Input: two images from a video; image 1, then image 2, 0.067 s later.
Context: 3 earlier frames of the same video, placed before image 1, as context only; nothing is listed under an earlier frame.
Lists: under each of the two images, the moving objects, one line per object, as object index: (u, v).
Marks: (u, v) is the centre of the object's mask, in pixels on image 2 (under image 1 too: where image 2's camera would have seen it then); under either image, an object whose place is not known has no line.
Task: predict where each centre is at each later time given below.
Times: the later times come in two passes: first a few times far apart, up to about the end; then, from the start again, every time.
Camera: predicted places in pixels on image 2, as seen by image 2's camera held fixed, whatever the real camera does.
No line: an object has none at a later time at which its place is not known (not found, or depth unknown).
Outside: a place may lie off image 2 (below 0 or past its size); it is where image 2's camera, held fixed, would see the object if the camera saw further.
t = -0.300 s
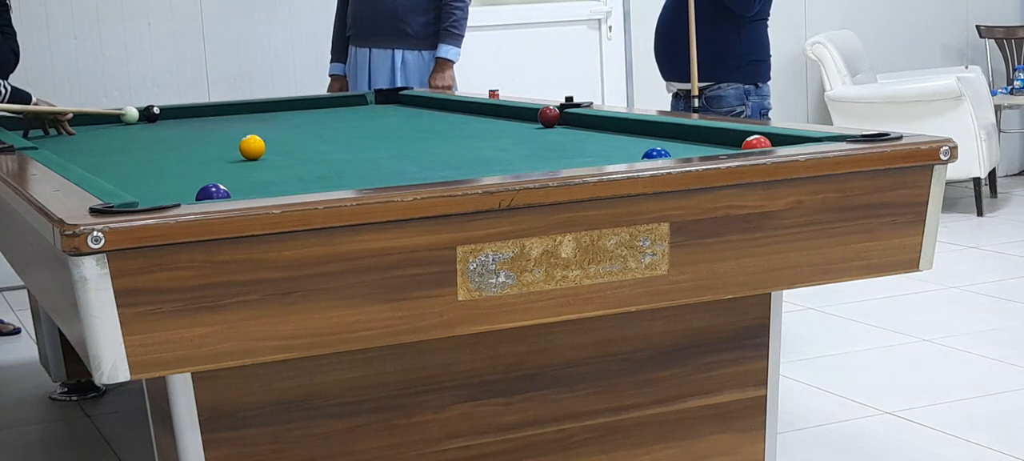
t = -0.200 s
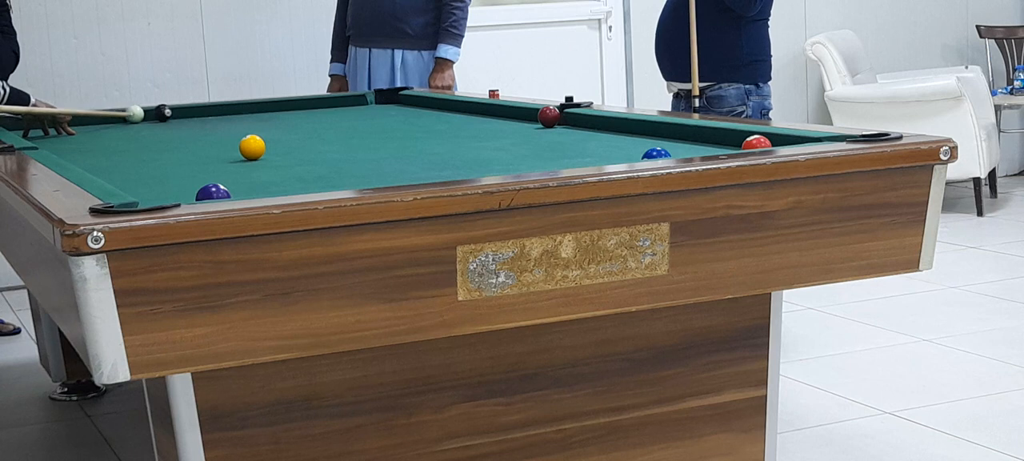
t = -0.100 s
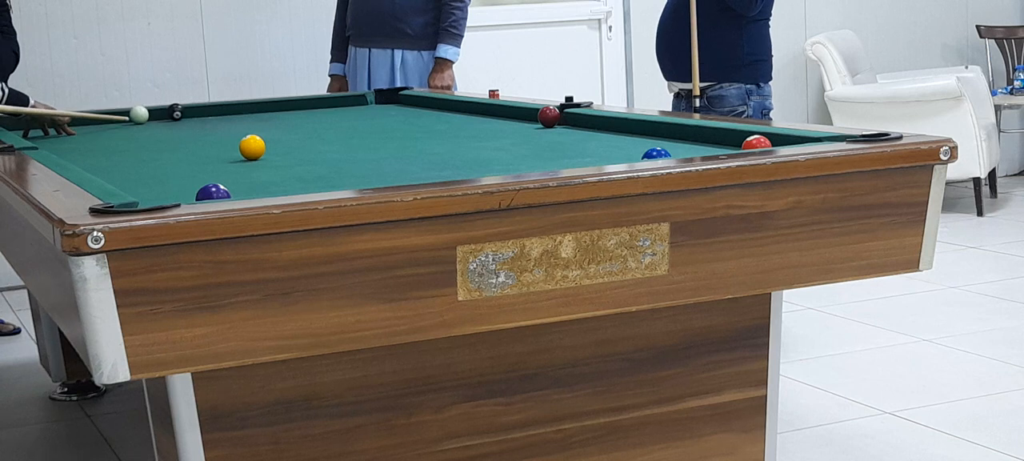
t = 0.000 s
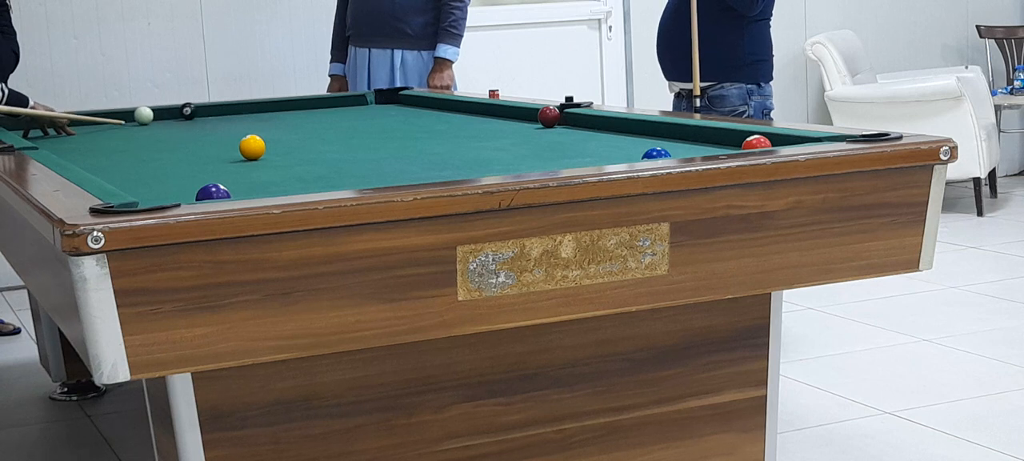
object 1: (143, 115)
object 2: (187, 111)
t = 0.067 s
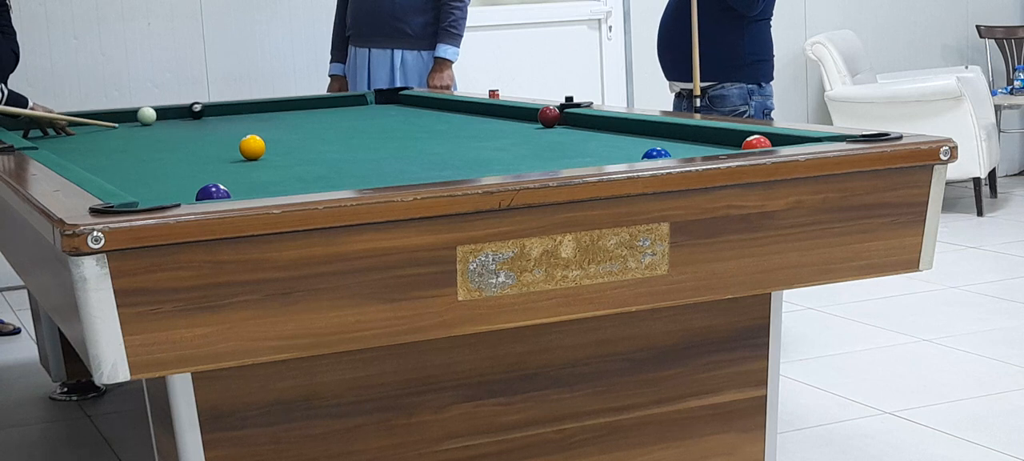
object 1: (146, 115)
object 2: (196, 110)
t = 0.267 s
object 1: (155, 117)
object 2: (220, 109)
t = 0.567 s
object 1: (168, 119)
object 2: (252, 106)
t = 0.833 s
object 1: (179, 121)
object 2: (279, 104)
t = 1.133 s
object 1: (191, 123)
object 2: (305, 103)
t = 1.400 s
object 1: (201, 124)
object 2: (327, 101)
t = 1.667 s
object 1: (210, 126)
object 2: (346, 100)
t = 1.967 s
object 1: (220, 128)
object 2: (365, 99)
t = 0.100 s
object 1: (148, 116)
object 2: (200, 110)
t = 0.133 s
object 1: (149, 116)
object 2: (204, 110)
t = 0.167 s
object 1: (151, 116)
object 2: (208, 109)
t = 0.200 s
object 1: (152, 116)
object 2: (212, 109)
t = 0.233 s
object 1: (154, 116)
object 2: (216, 109)
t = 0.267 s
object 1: (155, 117)
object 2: (220, 109)
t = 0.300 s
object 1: (157, 117)
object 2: (224, 108)
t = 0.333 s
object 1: (158, 117)
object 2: (227, 108)
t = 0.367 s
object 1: (159, 117)
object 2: (230, 108)
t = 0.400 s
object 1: (161, 118)
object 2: (234, 108)
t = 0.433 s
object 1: (162, 118)
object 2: (238, 107)
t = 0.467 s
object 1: (164, 118)
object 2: (242, 107)
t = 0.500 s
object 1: (165, 118)
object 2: (245, 107)
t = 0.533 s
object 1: (167, 118)
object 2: (249, 106)
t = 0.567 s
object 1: (168, 119)
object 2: (252, 106)
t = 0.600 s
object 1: (169, 119)
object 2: (256, 106)
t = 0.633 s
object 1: (171, 119)
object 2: (259, 106)
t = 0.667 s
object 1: (172, 119)
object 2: (263, 105)
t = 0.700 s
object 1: (174, 120)
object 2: (267, 105)
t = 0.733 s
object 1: (175, 120)
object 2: (270, 105)
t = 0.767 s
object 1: (176, 120)
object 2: (273, 105)
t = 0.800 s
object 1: (178, 120)
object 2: (276, 105)
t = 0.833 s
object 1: (179, 121)
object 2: (279, 104)
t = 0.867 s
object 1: (181, 121)
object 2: (282, 104)
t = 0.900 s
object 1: (182, 121)
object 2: (285, 104)
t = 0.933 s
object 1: (183, 121)
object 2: (288, 104)
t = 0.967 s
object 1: (185, 122)
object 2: (291, 104)
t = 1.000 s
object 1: (186, 122)
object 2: (294, 103)
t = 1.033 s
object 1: (187, 122)
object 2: (297, 103)
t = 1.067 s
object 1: (189, 122)
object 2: (300, 103)
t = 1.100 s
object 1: (190, 123)
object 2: (303, 103)
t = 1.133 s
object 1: (191, 123)
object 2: (305, 103)
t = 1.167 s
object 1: (192, 123)
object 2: (308, 102)
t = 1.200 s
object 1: (194, 123)
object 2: (311, 102)
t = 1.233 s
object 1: (195, 123)
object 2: (314, 102)
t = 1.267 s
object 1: (196, 123)
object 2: (317, 102)
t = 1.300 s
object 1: (197, 124)
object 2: (319, 102)
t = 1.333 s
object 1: (199, 124)
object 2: (322, 102)
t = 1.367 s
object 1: (200, 124)
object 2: (325, 102)
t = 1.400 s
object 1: (201, 124)
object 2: (327, 101)
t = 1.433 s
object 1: (202, 124)
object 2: (330, 101)
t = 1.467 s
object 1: (203, 125)
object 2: (332, 101)
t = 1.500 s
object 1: (204, 125)
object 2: (335, 101)
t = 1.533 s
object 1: (205, 125)
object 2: (337, 101)
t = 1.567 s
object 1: (206, 126)
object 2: (339, 100)
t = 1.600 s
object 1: (208, 126)
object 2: (341, 100)
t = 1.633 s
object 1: (209, 126)
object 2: (343, 100)
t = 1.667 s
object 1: (210, 126)
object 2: (346, 100)
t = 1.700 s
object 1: (211, 126)
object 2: (349, 100)
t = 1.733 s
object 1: (212, 126)
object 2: (351, 100)
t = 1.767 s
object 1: (213, 127)
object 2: (352, 100)
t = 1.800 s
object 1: (214, 127)
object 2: (355, 100)
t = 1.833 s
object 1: (215, 127)
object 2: (357, 99)
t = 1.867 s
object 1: (216, 127)
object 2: (359, 99)
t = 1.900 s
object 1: (217, 127)
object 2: (362, 99)
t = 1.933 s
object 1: (219, 127)
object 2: (363, 99)
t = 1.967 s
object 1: (220, 128)
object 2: (365, 99)
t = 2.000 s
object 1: (221, 128)
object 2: (367, 99)
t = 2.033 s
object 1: (222, 128)
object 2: (369, 99)
